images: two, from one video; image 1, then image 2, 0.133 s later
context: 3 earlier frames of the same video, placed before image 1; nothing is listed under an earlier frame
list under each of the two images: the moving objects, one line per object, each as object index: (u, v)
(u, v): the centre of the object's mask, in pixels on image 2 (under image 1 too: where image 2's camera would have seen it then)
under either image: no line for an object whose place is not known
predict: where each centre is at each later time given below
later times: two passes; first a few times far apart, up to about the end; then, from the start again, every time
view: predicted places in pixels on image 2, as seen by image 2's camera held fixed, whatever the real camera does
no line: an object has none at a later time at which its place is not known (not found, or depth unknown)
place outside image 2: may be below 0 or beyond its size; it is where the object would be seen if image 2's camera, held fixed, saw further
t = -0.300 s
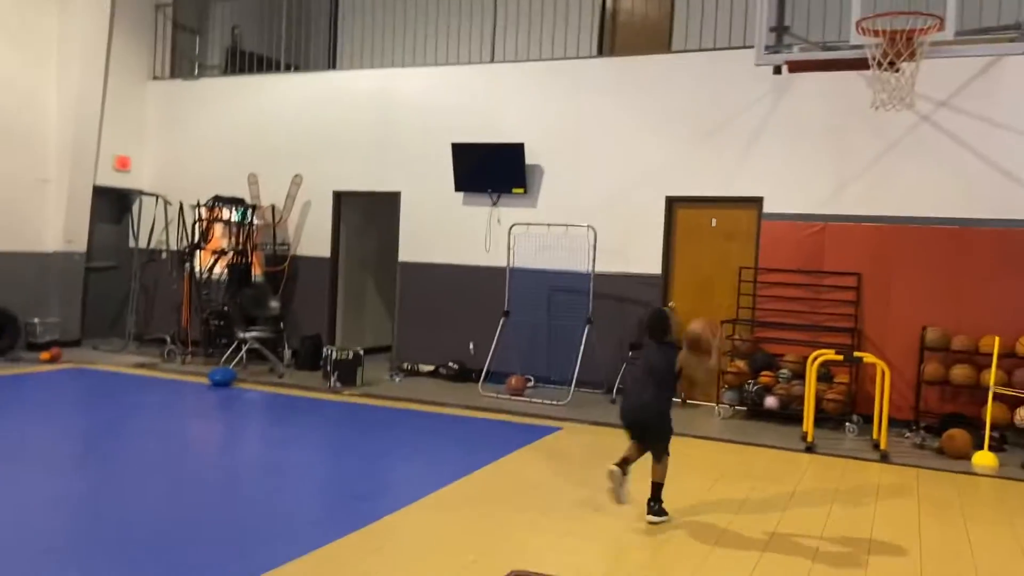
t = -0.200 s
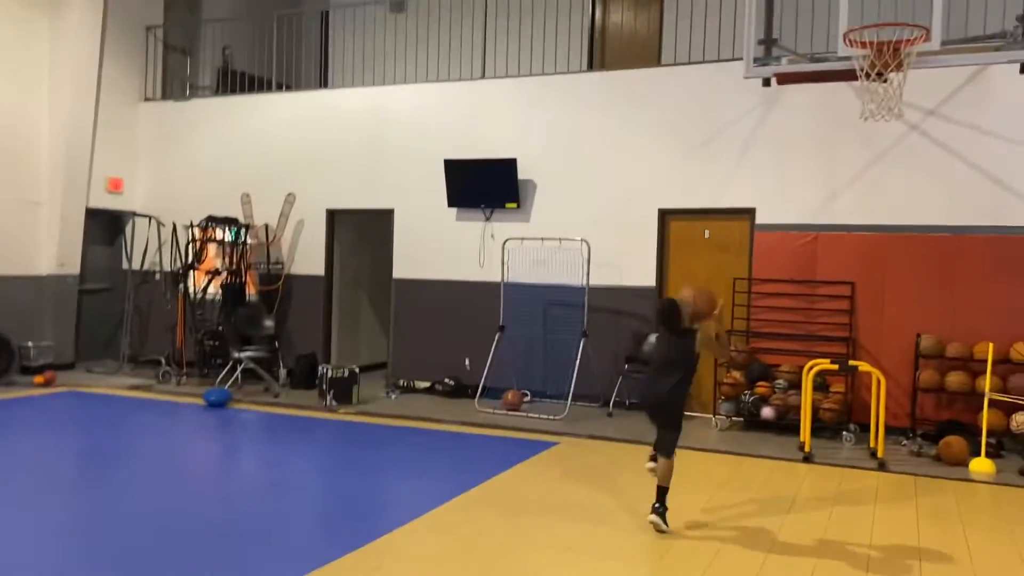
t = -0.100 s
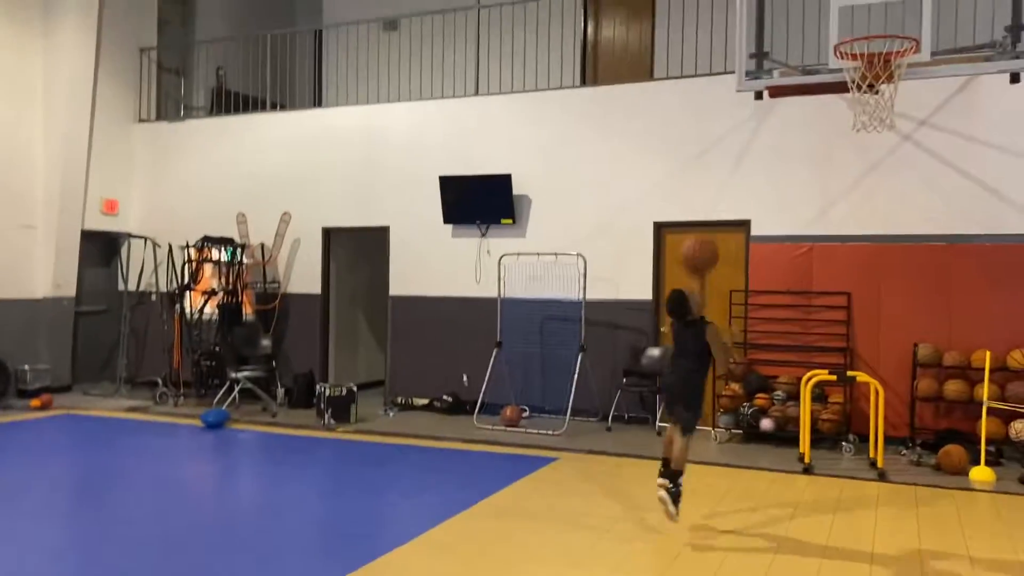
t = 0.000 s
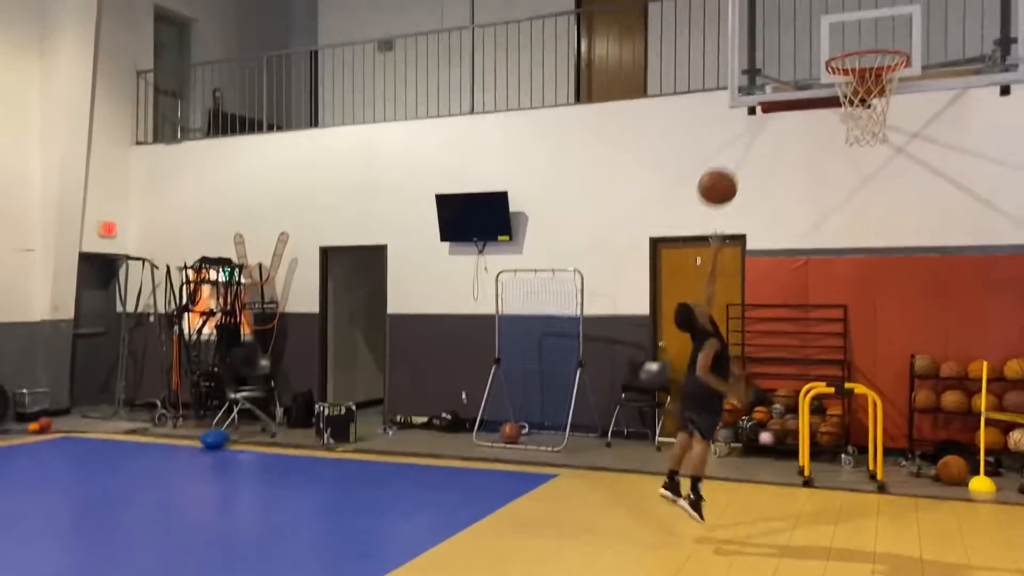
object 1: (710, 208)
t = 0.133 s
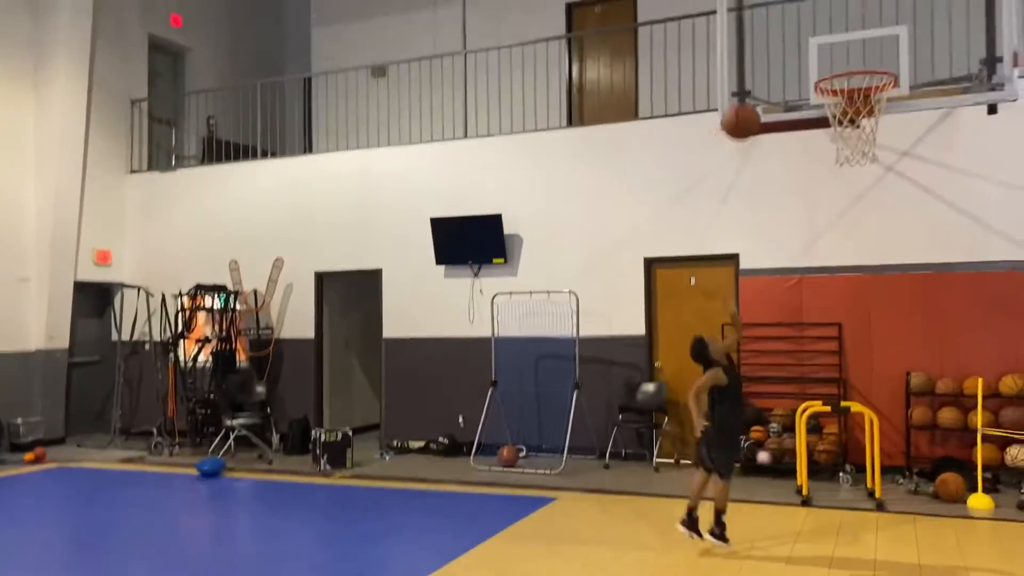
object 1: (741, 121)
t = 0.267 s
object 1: (772, 62)
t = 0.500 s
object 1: (827, 26)
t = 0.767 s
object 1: (867, 64)
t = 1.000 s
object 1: (846, 59)
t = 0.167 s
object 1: (749, 103)
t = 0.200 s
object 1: (757, 87)
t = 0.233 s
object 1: (765, 74)
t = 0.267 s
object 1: (772, 62)
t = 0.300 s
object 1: (780, 52)
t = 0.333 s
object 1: (788, 43)
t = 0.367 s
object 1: (796, 37)
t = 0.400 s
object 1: (803, 31)
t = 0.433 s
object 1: (811, 28)
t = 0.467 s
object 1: (819, 26)
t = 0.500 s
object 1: (827, 26)
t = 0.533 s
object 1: (834, 27)
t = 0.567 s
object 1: (842, 31)
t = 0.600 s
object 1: (849, 36)
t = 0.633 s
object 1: (855, 41)
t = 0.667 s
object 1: (858, 45)
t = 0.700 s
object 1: (862, 52)
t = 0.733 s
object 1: (865, 59)
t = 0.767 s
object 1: (867, 64)
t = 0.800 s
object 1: (866, 62)
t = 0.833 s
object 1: (864, 61)
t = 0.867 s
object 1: (863, 62)
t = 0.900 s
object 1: (862, 63)
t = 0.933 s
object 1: (858, 60)
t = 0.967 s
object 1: (853, 59)
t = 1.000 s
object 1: (846, 59)
